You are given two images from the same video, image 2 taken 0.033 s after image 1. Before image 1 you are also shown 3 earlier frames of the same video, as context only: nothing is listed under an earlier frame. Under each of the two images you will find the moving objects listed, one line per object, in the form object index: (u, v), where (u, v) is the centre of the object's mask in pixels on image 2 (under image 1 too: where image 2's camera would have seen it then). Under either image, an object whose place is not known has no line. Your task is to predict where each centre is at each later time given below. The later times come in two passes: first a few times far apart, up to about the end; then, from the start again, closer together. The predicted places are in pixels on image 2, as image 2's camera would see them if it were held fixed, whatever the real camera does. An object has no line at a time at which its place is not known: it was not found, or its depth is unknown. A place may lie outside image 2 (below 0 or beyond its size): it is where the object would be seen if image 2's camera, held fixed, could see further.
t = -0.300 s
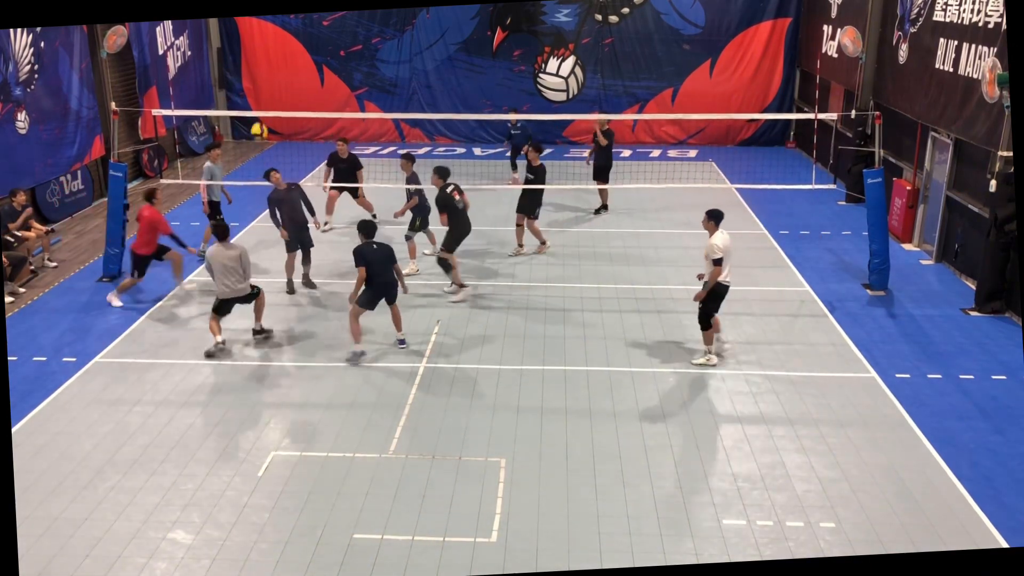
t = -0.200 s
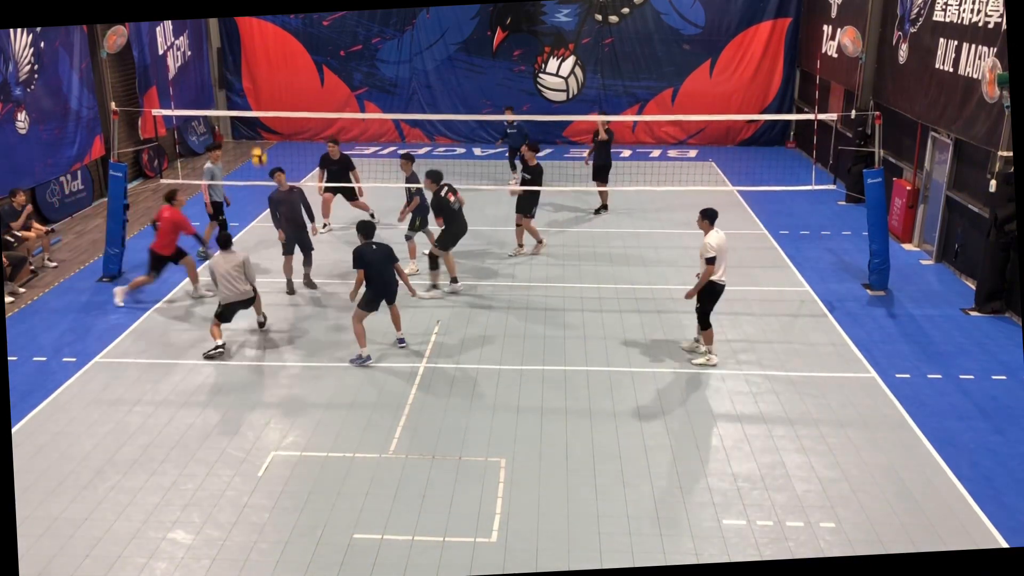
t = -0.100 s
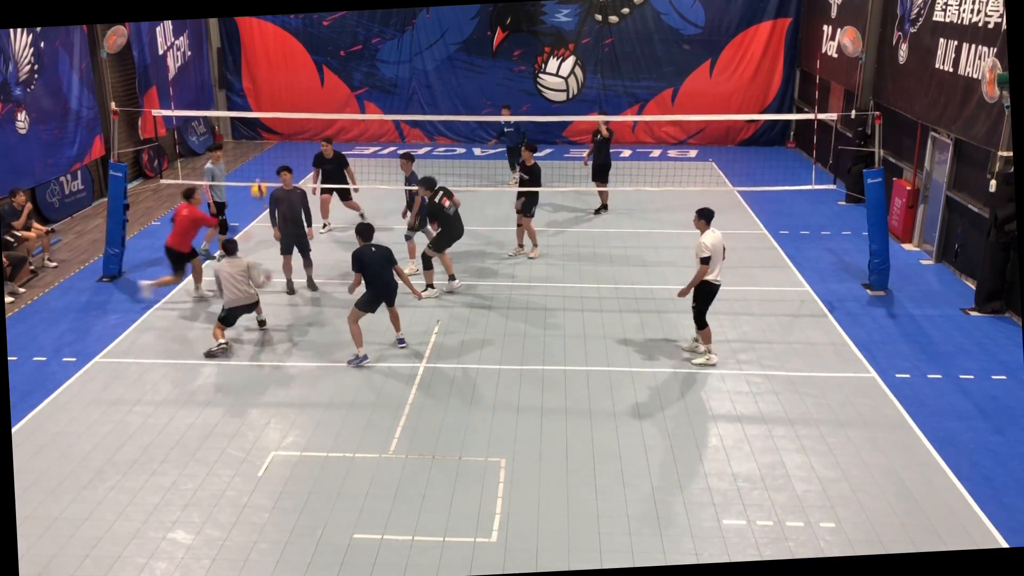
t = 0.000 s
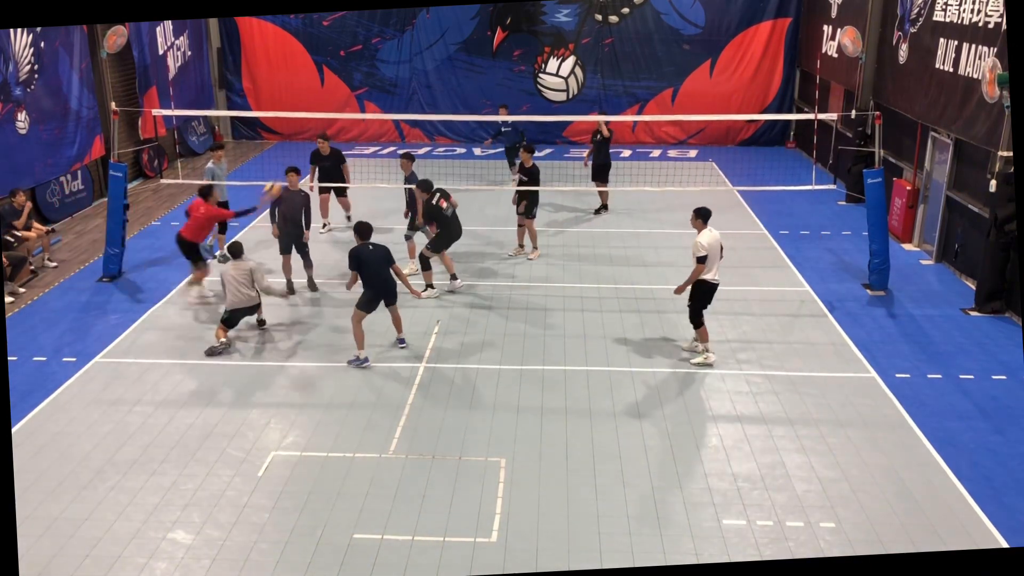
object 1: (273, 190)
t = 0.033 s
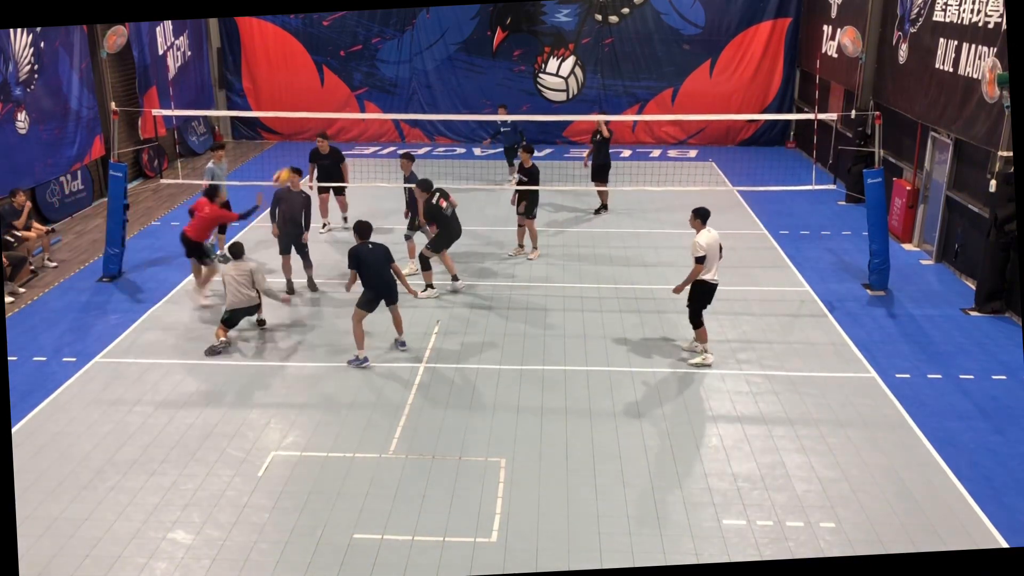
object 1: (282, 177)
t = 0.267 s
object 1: (355, 110)
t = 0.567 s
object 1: (453, 82)
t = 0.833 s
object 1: (541, 114)
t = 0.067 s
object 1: (293, 164)
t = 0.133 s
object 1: (312, 145)
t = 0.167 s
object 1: (322, 135)
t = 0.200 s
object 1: (333, 127)
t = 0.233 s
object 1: (343, 118)
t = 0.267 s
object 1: (355, 110)
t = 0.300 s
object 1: (365, 104)
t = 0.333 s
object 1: (376, 98)
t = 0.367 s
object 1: (386, 93)
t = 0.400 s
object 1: (397, 89)
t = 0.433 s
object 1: (408, 85)
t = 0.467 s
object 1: (420, 83)
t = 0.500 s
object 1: (430, 82)
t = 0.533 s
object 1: (441, 81)
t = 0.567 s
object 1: (453, 82)
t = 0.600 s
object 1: (464, 83)
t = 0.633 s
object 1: (475, 85)
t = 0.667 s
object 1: (486, 87)
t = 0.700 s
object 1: (497, 91)
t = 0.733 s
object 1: (508, 96)
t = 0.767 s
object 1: (519, 101)
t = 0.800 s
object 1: (530, 107)
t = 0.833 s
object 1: (541, 114)
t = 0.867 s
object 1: (552, 123)
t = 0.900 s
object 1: (563, 132)
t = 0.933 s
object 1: (574, 141)
